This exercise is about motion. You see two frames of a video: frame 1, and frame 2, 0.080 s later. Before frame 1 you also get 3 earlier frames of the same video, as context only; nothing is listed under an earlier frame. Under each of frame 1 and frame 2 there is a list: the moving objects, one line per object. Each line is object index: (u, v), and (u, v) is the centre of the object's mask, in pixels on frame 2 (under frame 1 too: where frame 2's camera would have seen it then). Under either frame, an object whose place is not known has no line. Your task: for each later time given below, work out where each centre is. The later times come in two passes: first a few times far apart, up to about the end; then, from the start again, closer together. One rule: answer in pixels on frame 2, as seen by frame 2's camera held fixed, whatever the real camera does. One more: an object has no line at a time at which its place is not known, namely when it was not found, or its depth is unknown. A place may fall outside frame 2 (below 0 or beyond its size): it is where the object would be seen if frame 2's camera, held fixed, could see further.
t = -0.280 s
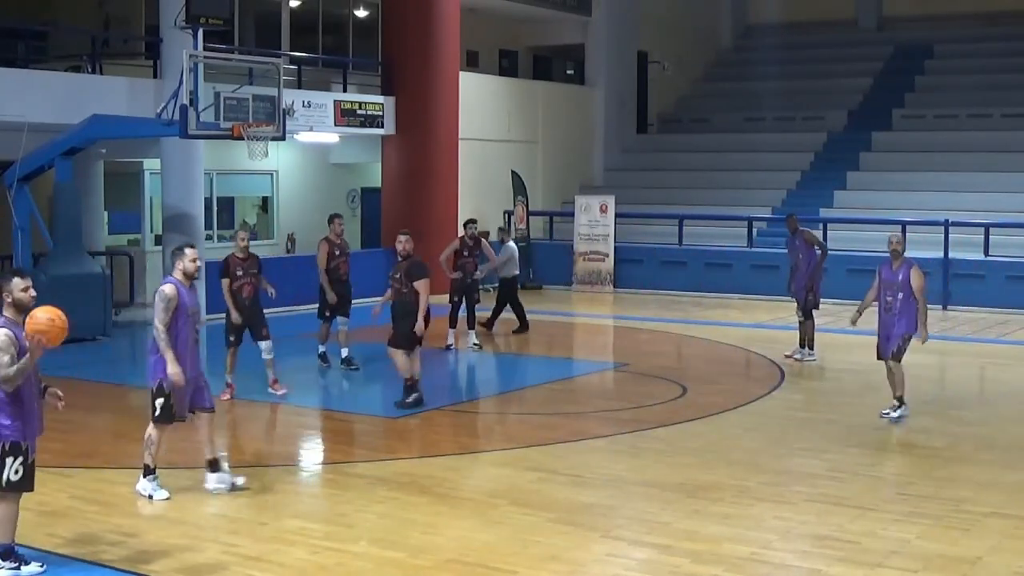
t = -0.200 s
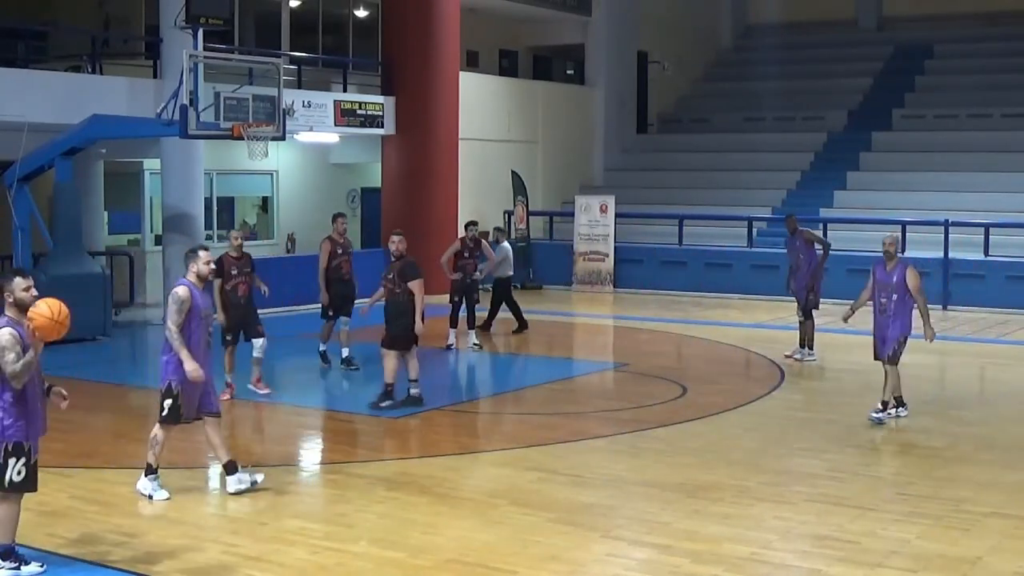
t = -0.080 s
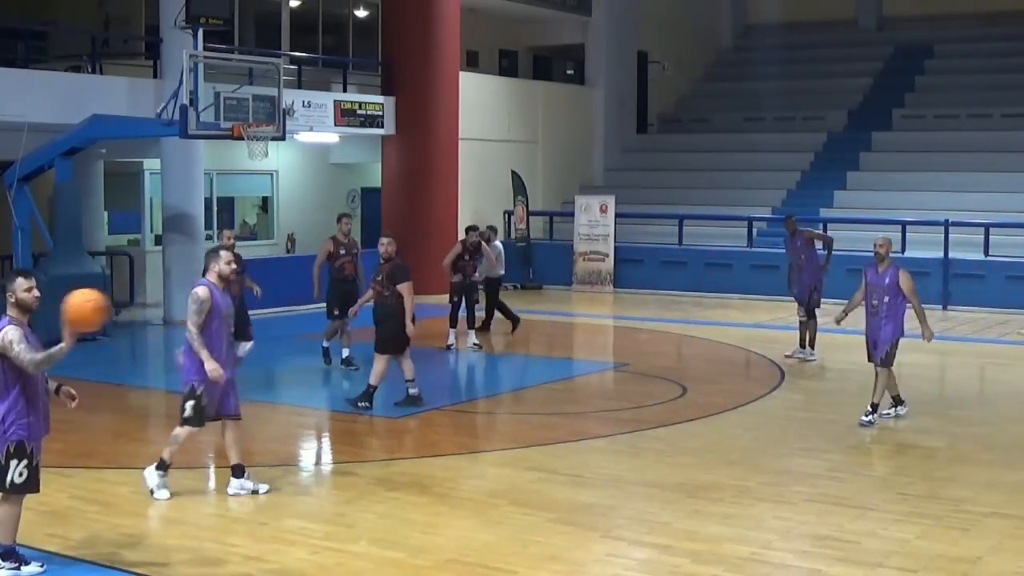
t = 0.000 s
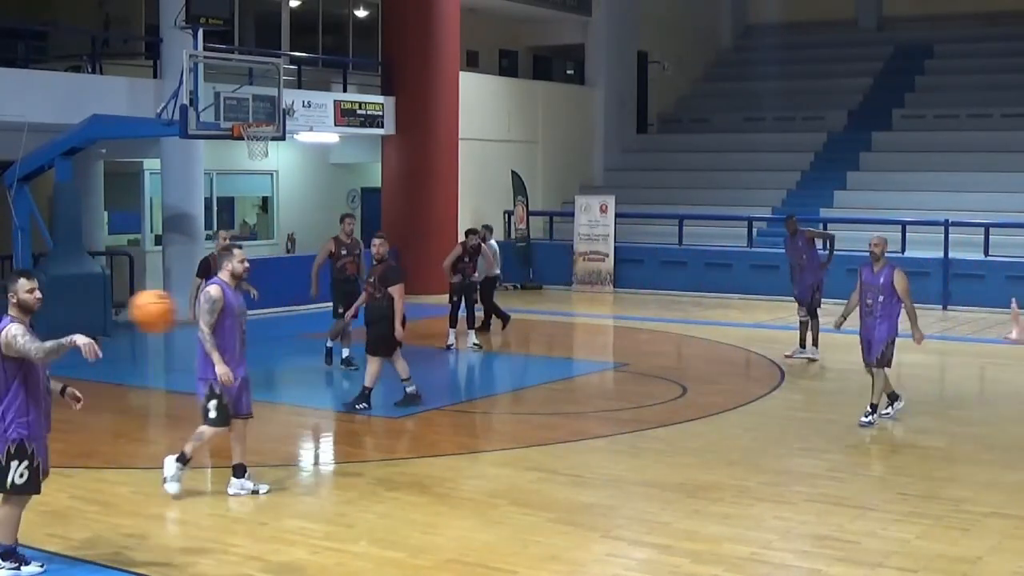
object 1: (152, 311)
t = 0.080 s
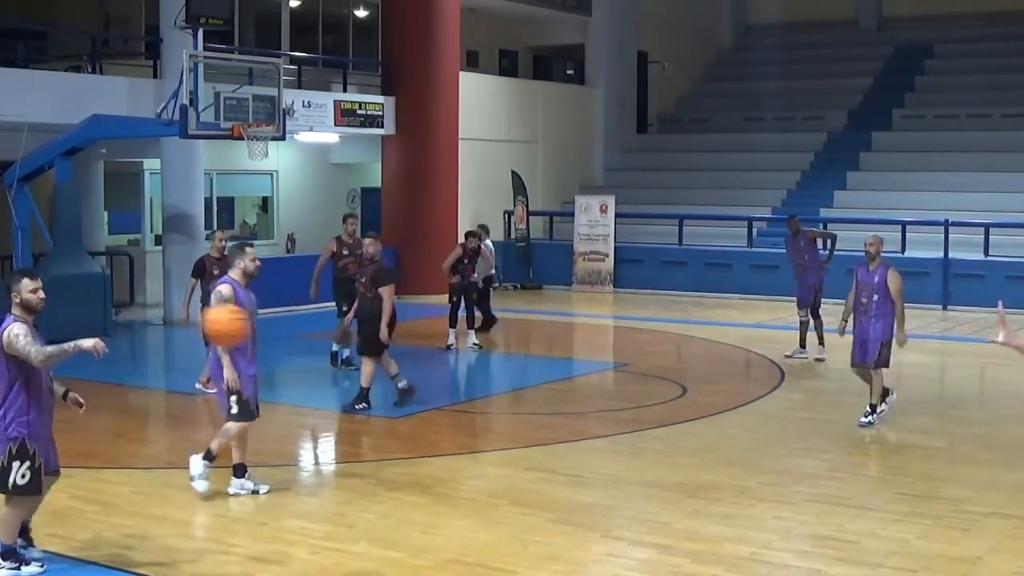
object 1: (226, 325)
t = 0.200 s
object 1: (335, 366)
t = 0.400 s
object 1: (534, 503)
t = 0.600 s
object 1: (695, 564)
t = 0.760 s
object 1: (771, 481)
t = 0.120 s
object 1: (261, 335)
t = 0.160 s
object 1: (298, 349)
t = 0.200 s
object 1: (335, 366)
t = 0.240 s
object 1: (375, 387)
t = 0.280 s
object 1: (413, 408)
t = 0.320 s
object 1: (451, 437)
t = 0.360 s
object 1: (493, 470)
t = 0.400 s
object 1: (534, 503)
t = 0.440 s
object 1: (574, 540)
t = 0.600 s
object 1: (695, 564)
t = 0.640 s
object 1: (714, 546)
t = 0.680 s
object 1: (733, 522)
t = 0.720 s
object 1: (752, 500)
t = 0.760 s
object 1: (771, 481)
